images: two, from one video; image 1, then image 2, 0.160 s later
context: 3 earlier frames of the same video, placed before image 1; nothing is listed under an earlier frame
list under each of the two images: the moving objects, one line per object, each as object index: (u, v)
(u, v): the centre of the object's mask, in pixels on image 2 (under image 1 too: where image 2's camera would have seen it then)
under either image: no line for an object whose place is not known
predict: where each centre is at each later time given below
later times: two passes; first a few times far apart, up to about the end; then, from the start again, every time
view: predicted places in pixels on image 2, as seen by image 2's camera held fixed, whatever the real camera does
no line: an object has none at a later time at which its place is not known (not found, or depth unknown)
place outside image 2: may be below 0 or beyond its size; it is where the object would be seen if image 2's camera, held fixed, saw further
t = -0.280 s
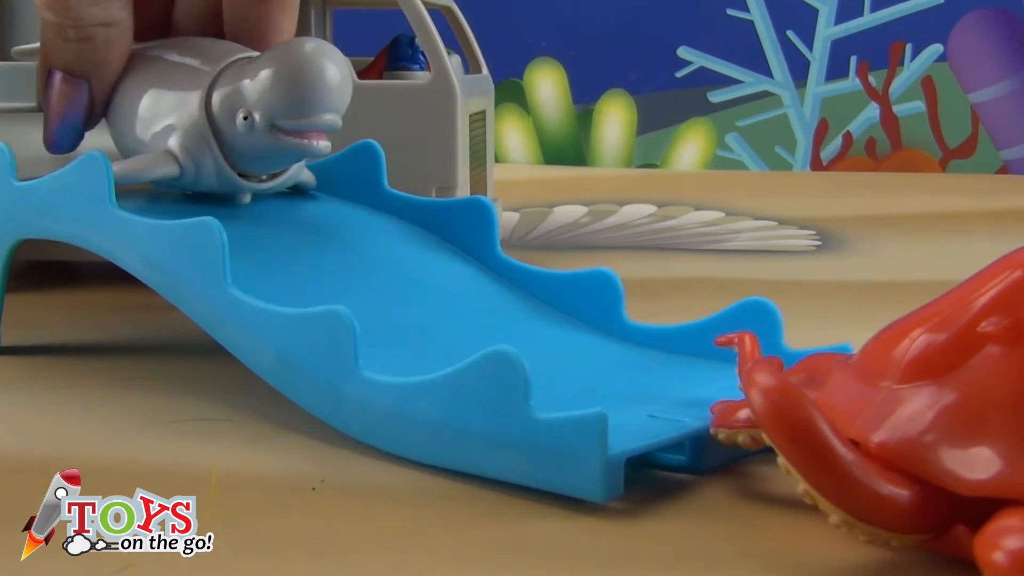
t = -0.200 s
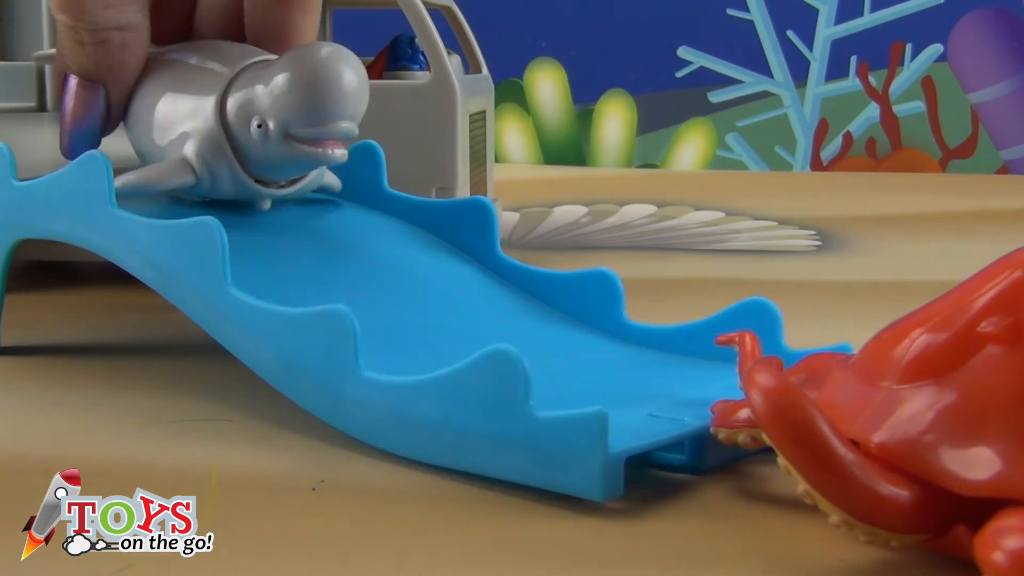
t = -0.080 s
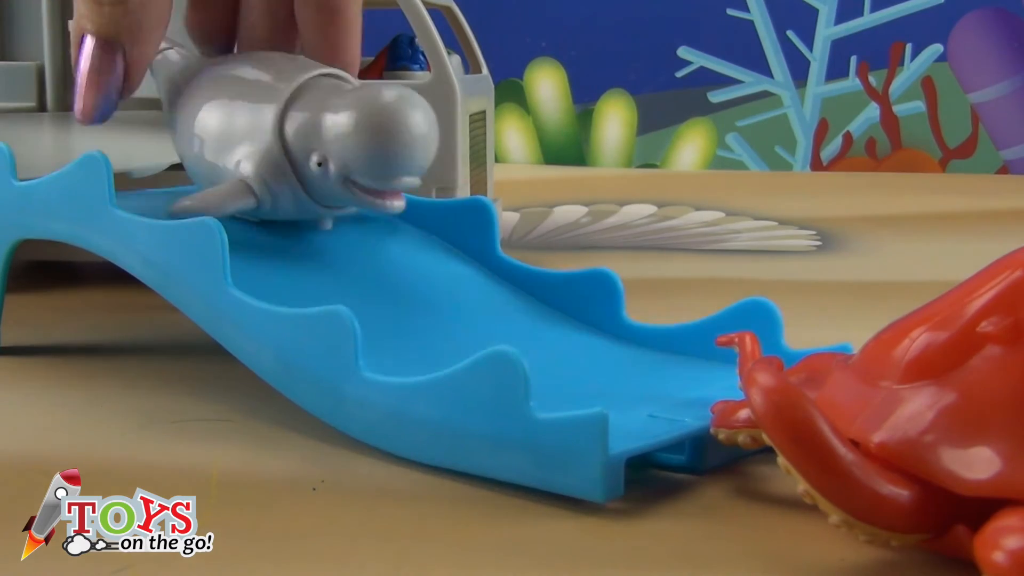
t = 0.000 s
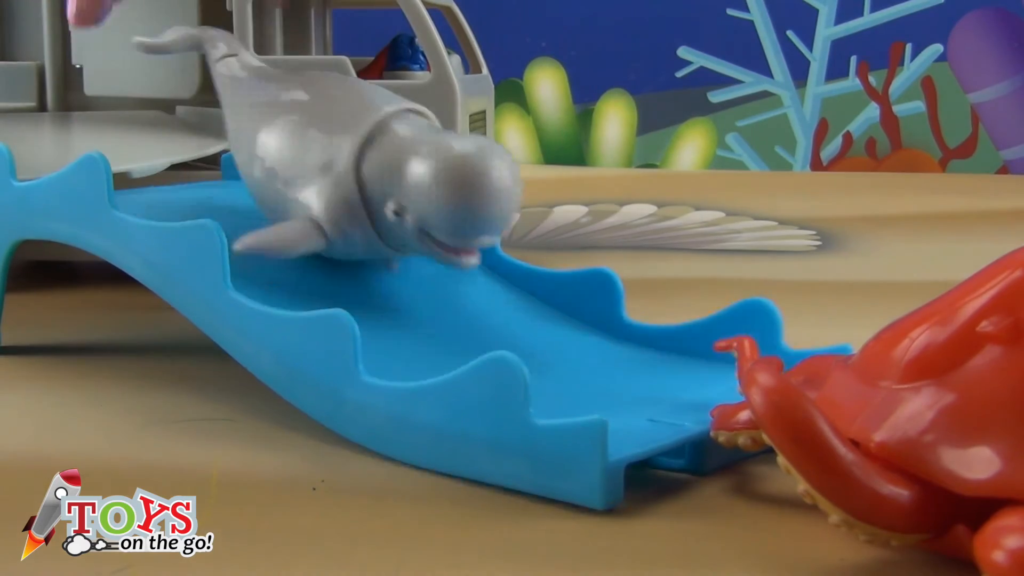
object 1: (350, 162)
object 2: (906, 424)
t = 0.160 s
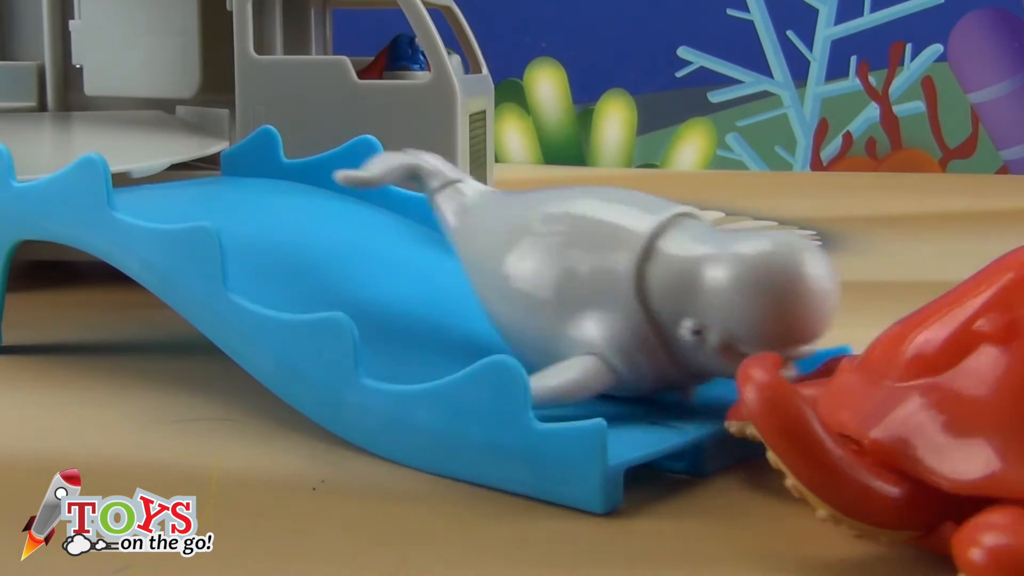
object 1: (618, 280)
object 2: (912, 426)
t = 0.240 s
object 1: (717, 282)
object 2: (916, 437)
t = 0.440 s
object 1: (744, 279)
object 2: (915, 452)
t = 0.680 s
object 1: (741, 279)
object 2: (916, 452)
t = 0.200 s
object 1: (689, 284)
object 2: (912, 428)
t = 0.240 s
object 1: (717, 282)
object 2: (916, 437)
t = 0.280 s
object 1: (730, 282)
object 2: (915, 445)
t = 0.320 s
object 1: (738, 282)
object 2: (917, 439)
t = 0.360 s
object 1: (741, 280)
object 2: (917, 448)
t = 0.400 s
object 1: (741, 279)
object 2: (915, 450)
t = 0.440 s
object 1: (744, 279)
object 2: (915, 452)
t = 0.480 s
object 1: (743, 279)
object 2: (916, 451)
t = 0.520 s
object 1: (742, 279)
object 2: (916, 452)
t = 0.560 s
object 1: (741, 280)
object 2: (916, 452)
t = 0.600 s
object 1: (741, 280)
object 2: (916, 452)
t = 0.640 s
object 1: (741, 279)
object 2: (916, 452)
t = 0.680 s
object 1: (741, 279)
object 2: (916, 452)
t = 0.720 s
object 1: (741, 279)
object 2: (916, 452)
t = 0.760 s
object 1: (741, 279)
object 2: (916, 452)
